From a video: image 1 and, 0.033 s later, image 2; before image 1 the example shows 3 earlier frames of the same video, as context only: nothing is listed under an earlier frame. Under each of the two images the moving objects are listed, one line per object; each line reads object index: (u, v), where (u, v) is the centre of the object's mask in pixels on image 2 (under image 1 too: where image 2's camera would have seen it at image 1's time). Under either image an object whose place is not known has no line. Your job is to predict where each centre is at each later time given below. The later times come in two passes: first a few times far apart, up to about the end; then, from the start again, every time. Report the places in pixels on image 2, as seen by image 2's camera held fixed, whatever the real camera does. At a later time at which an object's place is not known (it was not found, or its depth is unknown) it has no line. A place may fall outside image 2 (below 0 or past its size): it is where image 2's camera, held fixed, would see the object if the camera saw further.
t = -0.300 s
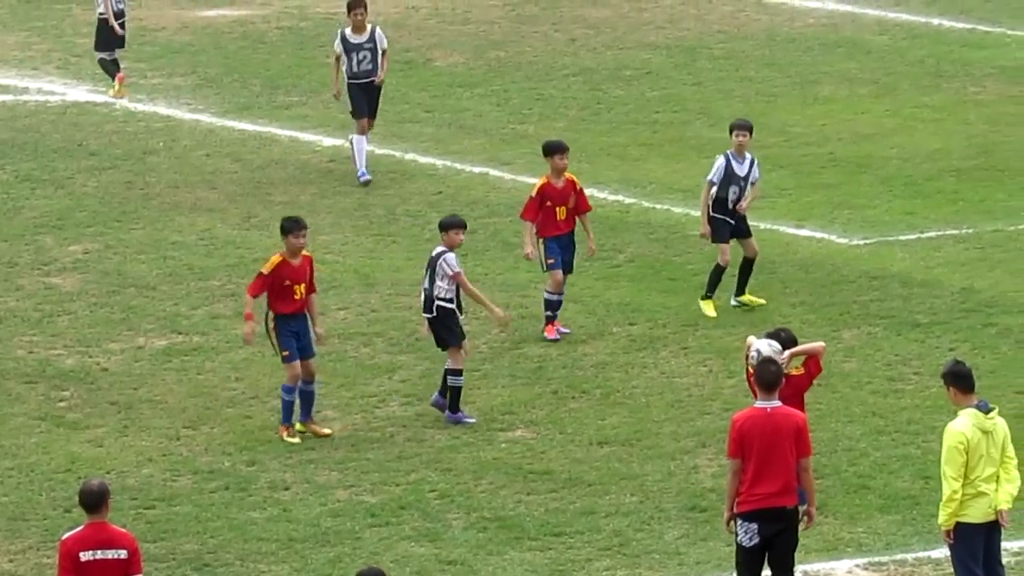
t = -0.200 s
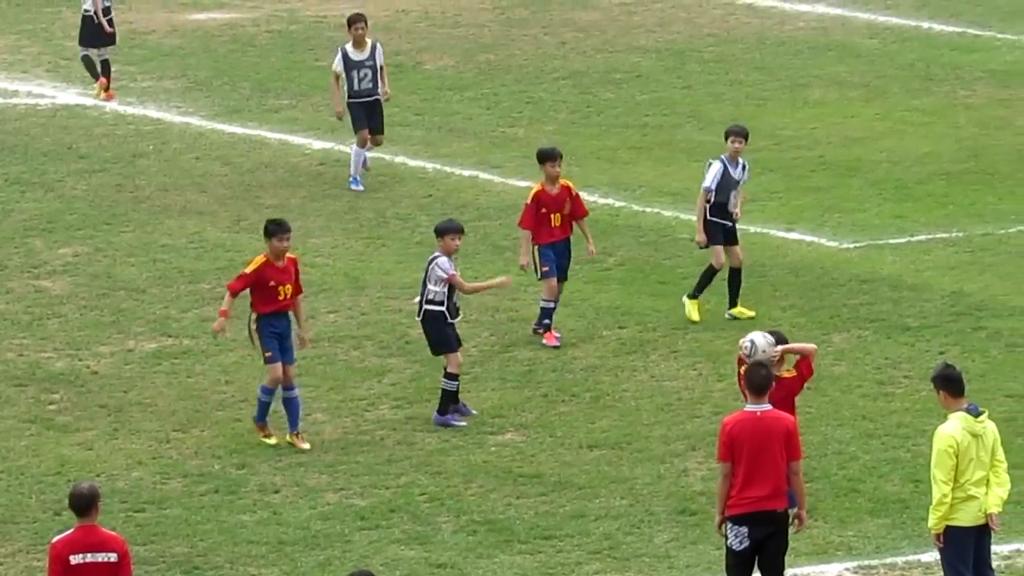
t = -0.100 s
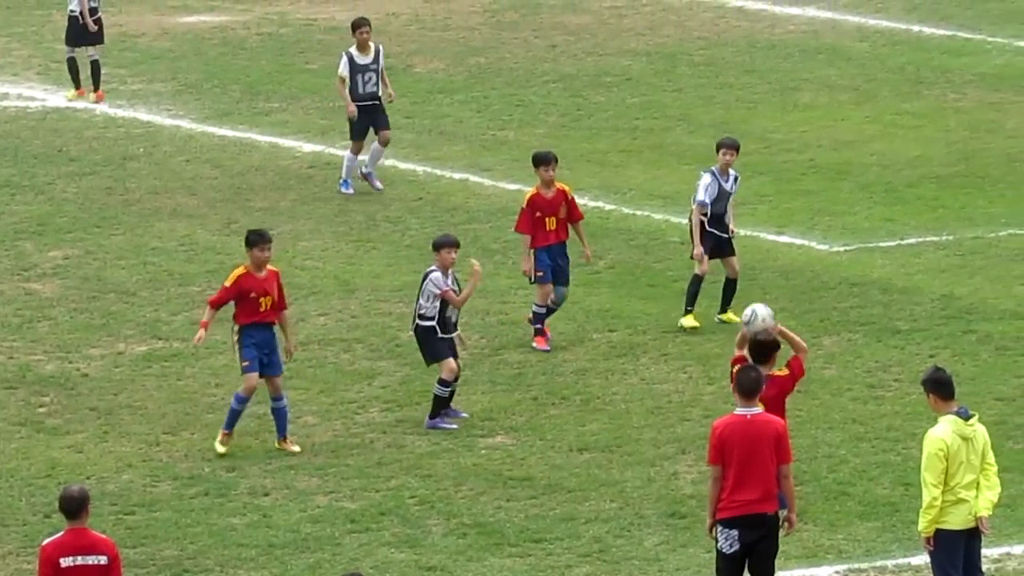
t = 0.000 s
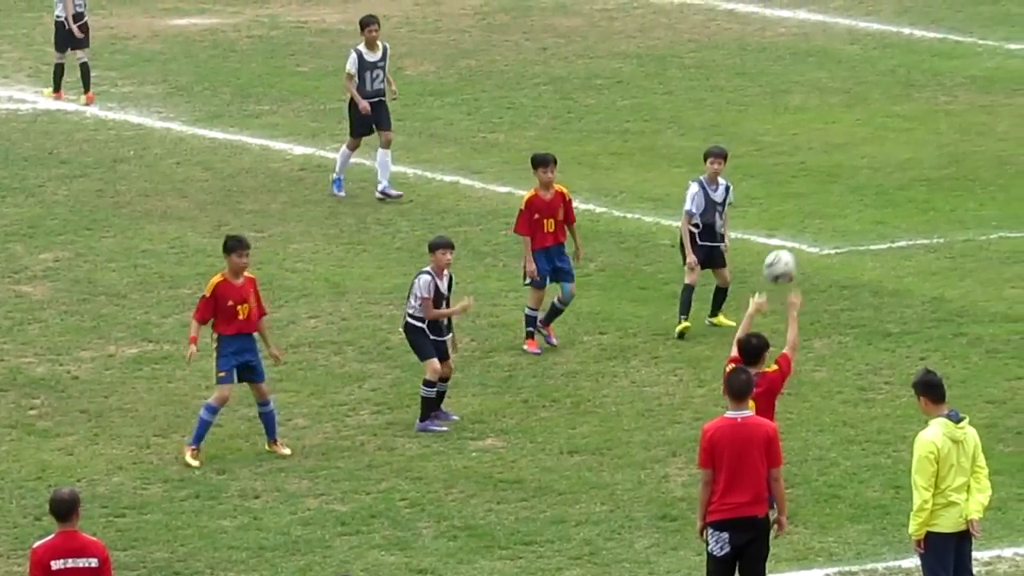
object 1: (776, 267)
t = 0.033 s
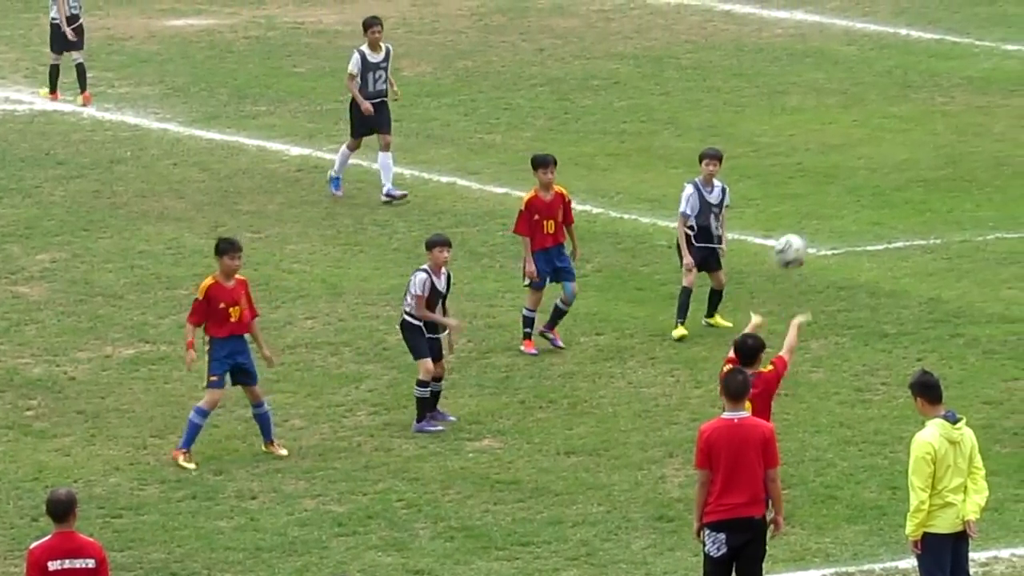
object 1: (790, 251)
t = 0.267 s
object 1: (881, 186)
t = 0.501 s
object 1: (968, 204)
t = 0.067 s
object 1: (803, 237)
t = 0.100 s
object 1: (816, 224)
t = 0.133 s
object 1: (829, 212)
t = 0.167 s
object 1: (841, 203)
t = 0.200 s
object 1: (854, 196)
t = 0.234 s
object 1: (867, 190)
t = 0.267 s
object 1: (881, 186)
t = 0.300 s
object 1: (893, 184)
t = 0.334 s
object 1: (906, 183)
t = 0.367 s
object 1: (919, 184)
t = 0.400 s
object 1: (931, 187)
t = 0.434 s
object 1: (944, 191)
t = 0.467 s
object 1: (956, 197)
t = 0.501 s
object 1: (968, 204)
